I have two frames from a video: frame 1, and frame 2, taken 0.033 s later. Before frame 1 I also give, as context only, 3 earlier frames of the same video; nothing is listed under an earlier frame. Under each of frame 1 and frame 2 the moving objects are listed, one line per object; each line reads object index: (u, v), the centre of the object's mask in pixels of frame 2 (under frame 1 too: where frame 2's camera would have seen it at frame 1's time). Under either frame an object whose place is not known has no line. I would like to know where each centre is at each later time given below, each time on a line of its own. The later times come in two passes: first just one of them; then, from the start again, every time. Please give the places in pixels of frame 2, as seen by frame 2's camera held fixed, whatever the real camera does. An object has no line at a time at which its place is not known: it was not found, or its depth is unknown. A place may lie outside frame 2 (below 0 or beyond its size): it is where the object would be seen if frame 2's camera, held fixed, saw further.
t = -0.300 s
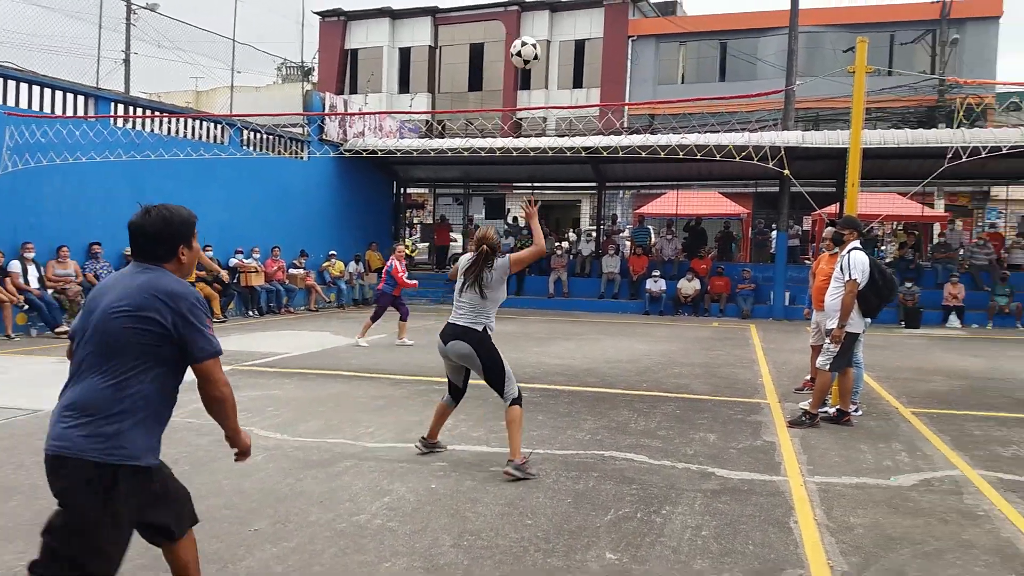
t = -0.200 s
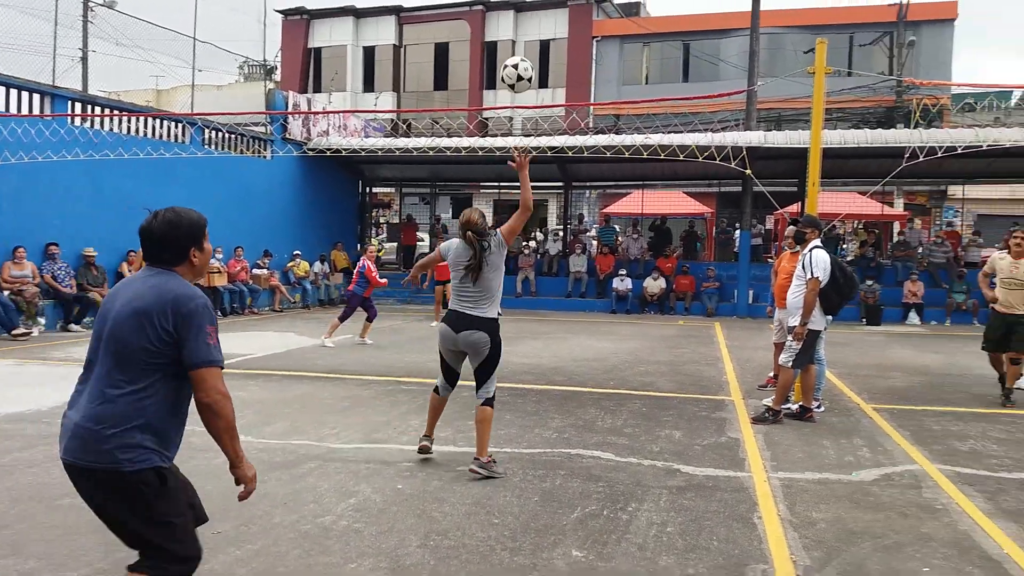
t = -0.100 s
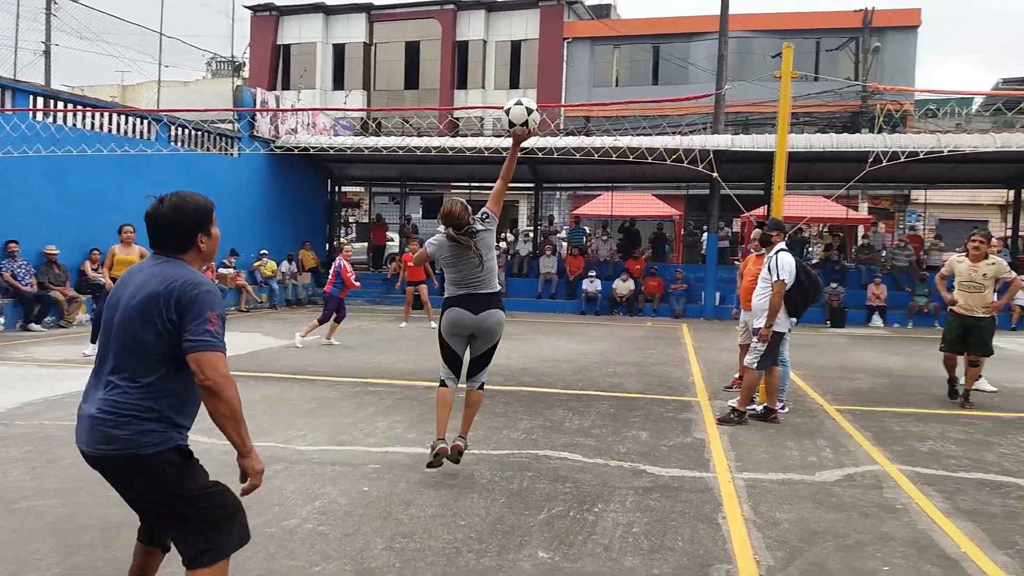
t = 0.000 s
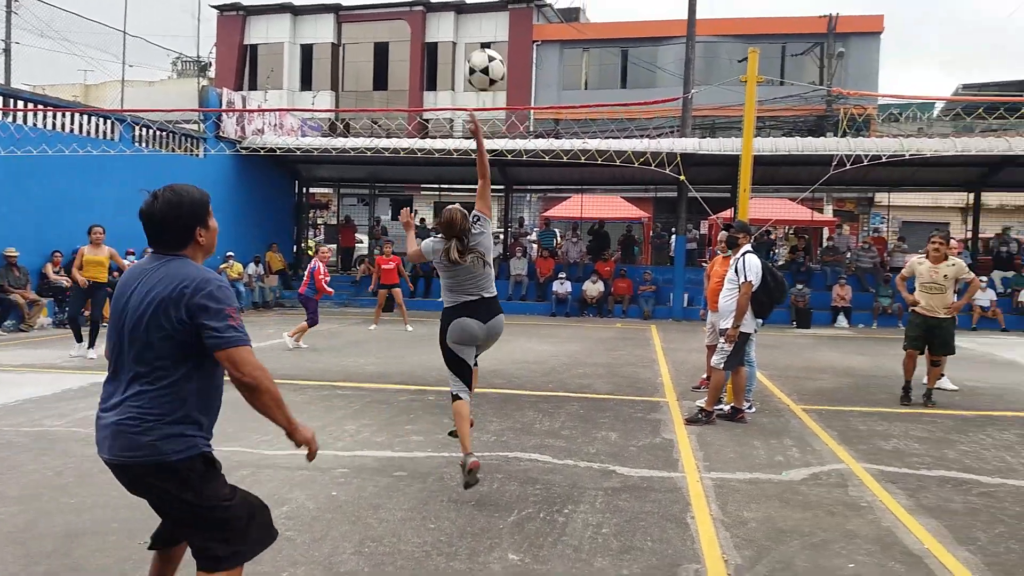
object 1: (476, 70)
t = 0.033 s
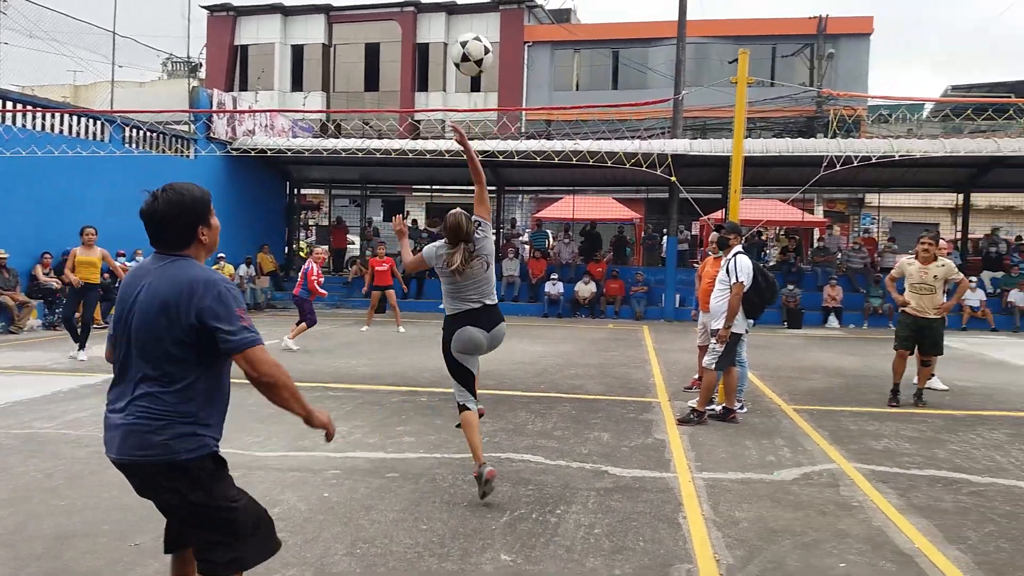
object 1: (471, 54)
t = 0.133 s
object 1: (455, 16)
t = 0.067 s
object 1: (466, 39)
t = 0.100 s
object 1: (460, 25)
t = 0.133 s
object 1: (455, 16)
